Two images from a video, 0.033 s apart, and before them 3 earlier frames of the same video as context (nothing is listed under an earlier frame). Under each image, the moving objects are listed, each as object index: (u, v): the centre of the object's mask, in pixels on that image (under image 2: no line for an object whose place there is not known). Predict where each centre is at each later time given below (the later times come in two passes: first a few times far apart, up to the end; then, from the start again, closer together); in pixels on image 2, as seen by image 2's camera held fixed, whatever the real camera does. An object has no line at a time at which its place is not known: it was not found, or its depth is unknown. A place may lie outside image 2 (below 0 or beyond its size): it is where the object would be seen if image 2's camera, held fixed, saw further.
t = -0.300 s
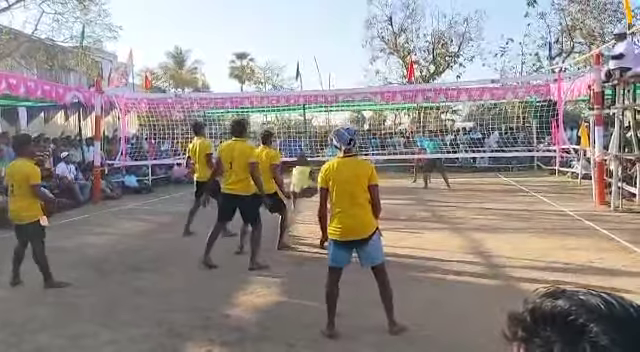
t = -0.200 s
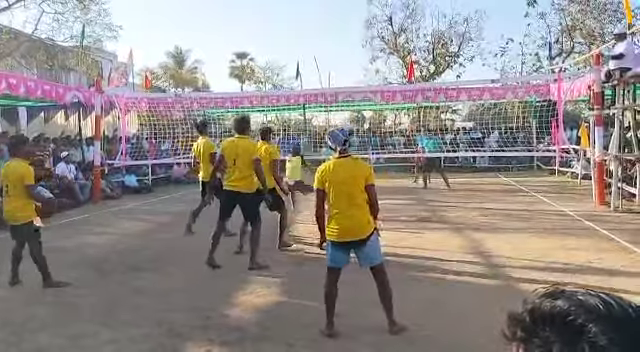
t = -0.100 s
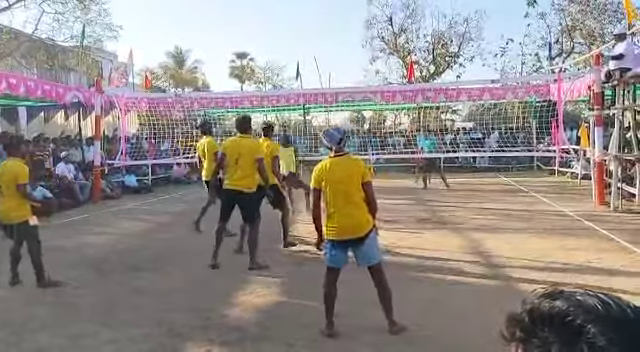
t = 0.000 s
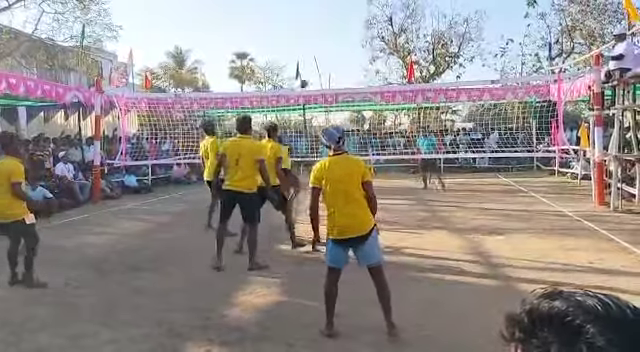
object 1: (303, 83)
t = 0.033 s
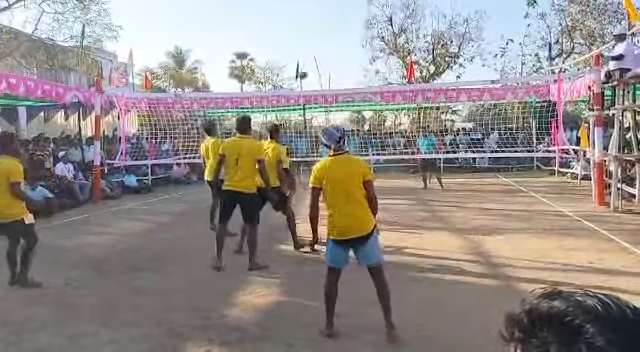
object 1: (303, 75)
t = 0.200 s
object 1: (300, 38)
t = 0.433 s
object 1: (297, 8)
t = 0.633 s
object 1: (296, 7)
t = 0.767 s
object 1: (295, 20)
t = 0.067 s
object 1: (303, 66)
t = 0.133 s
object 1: (301, 51)
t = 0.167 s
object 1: (301, 44)
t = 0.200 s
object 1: (300, 38)
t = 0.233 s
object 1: (300, 32)
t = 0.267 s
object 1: (299, 27)
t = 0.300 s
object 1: (298, 22)
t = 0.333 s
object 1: (298, 17)
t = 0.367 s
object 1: (298, 14)
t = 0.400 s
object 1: (297, 11)
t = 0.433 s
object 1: (297, 8)
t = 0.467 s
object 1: (297, 7)
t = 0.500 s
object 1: (296, 5)
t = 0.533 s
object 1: (296, 5)
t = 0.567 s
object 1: (296, 4)
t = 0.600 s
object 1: (296, 5)
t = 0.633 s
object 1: (296, 7)
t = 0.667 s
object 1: (296, 9)
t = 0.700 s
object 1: (296, 12)
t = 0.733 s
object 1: (296, 15)
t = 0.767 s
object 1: (295, 20)
